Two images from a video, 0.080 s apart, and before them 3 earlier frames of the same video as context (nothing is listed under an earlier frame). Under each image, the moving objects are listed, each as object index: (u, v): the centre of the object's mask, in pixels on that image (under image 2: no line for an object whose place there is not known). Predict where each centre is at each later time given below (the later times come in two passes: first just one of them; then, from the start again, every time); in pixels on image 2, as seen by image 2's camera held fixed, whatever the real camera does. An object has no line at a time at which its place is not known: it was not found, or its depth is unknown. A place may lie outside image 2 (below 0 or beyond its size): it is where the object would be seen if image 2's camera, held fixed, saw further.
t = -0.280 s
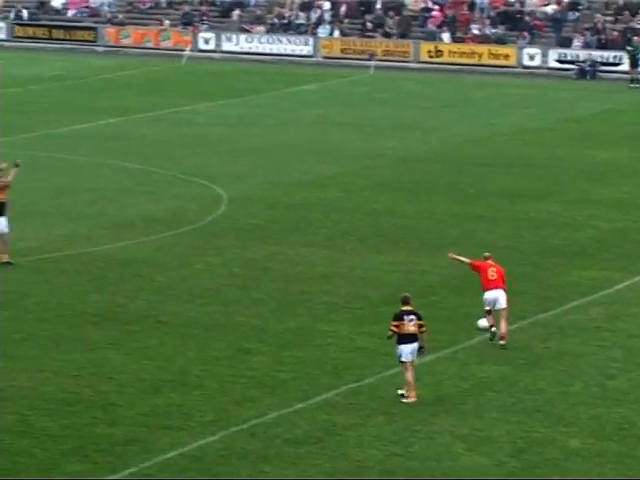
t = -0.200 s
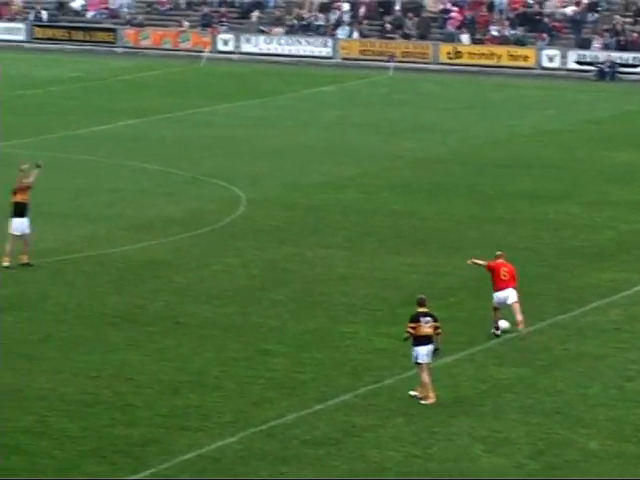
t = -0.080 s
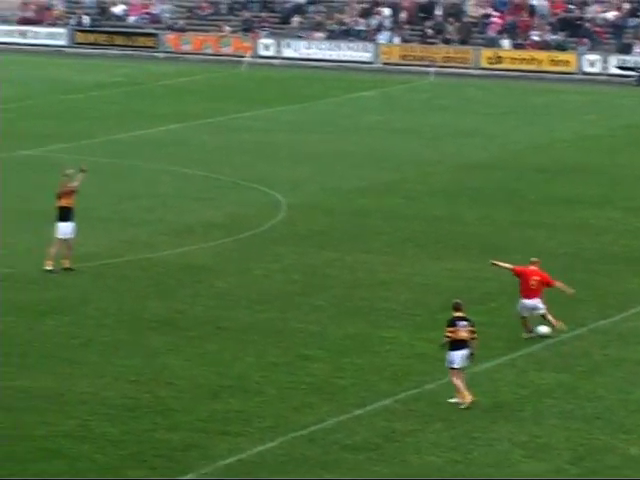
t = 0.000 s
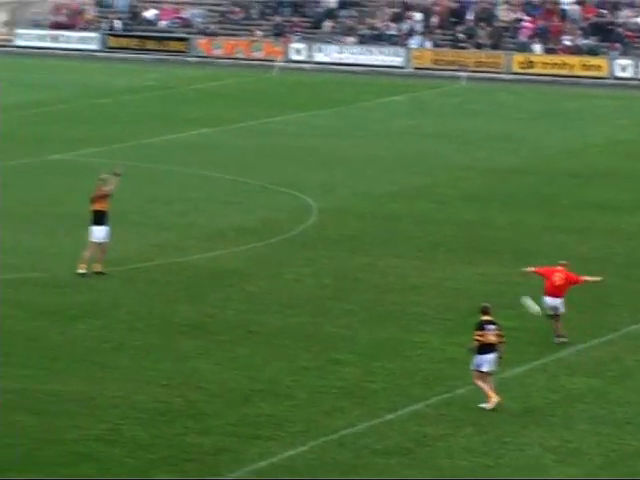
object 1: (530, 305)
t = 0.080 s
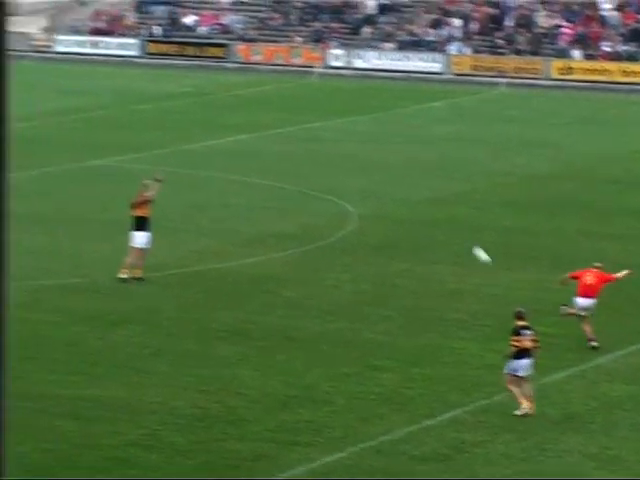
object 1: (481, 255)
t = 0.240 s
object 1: (316, 161)
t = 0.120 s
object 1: (438, 229)
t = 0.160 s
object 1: (397, 205)
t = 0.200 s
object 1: (356, 182)
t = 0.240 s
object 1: (316, 161)
